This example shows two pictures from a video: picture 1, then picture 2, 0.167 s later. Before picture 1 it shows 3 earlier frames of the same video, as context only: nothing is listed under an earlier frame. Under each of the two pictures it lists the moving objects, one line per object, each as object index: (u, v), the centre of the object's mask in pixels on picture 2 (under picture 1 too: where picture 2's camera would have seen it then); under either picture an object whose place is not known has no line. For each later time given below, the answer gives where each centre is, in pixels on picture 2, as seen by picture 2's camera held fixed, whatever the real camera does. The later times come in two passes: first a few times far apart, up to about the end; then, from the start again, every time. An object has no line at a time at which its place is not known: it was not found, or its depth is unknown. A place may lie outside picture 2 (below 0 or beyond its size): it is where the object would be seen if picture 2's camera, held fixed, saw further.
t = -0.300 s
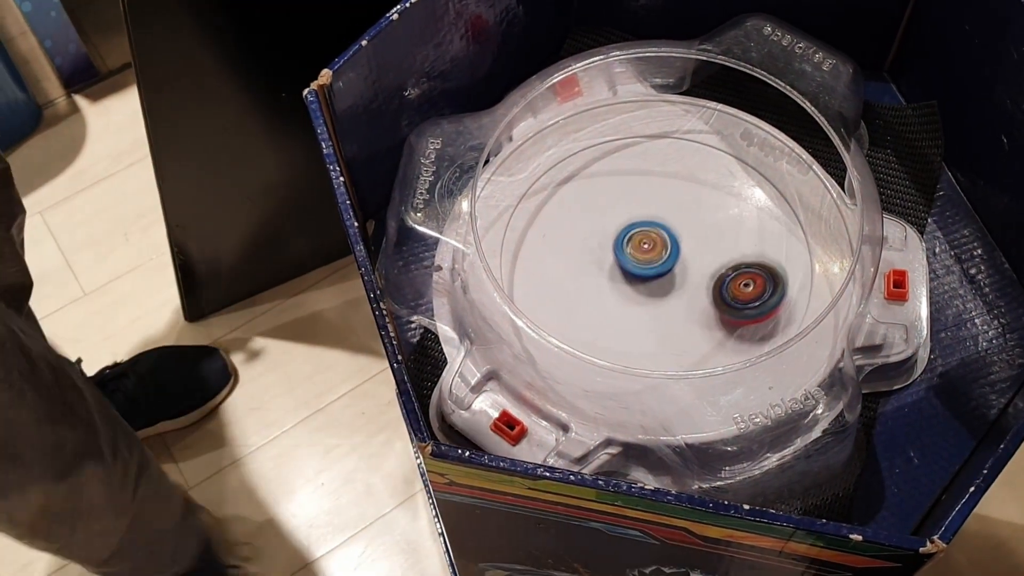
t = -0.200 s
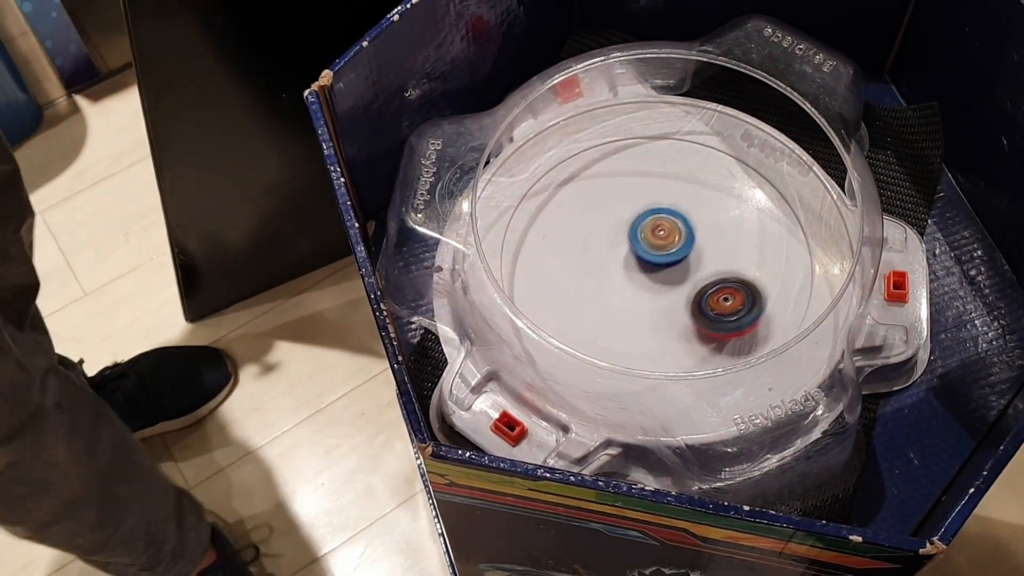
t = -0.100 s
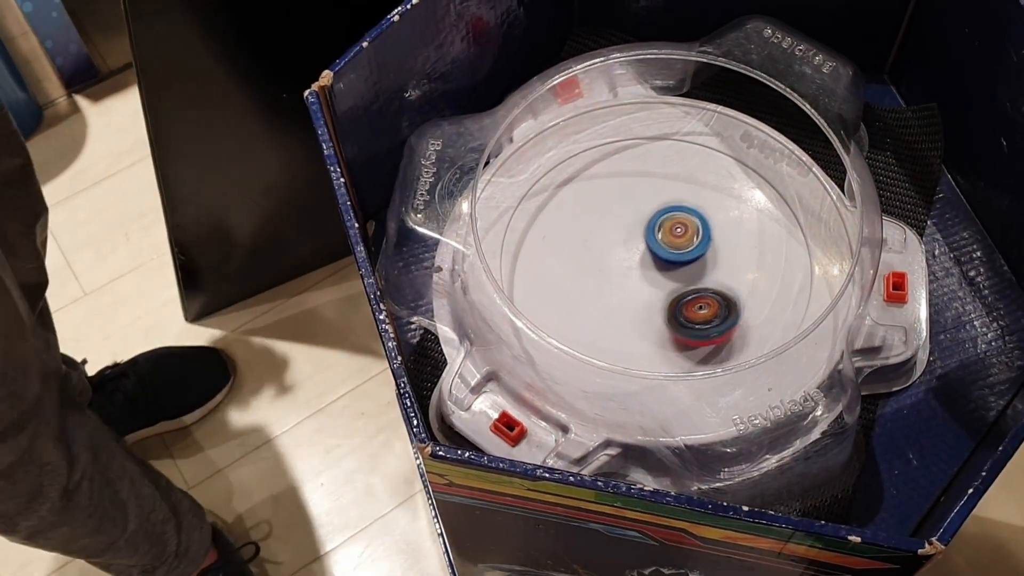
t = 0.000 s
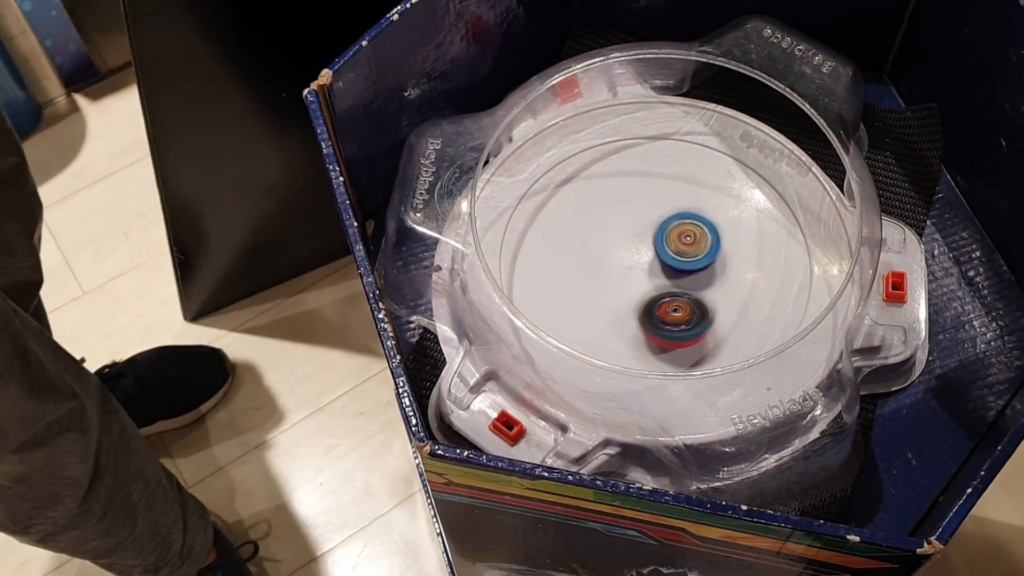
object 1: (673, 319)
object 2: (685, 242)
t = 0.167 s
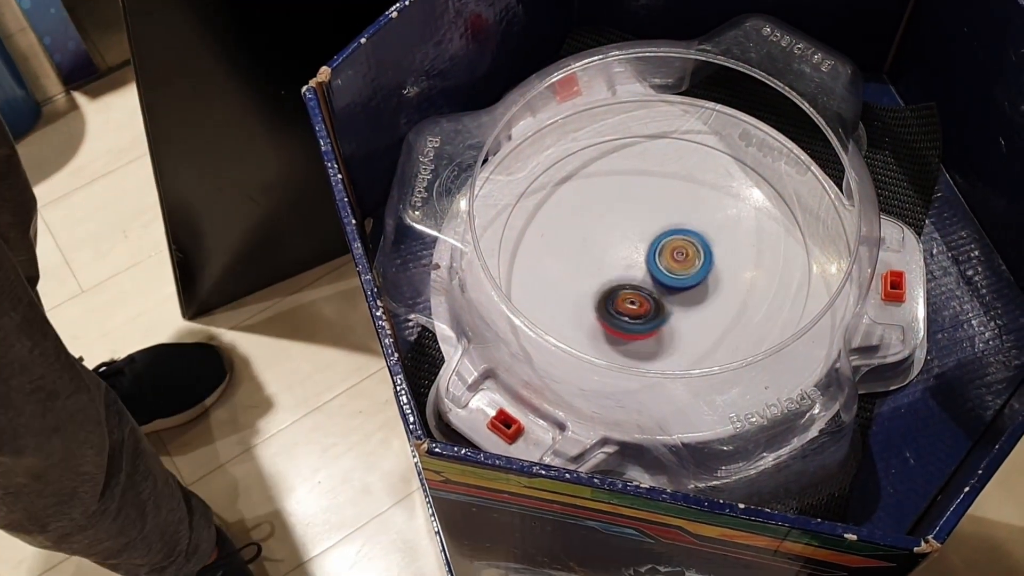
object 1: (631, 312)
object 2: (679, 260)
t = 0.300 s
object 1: (601, 297)
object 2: (668, 264)
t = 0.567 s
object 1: (566, 255)
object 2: (689, 249)
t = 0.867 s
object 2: (676, 255)
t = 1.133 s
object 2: (639, 262)
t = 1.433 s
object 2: (628, 262)
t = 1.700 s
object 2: (634, 259)
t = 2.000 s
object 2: (598, 224)
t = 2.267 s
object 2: (657, 230)
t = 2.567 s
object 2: (693, 172)
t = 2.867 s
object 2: (675, 235)
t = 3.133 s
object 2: (738, 259)
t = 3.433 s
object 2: (705, 303)
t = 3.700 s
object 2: (640, 313)
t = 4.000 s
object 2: (580, 312)
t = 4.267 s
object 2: (588, 256)
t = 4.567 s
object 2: (593, 195)
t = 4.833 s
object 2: (643, 202)
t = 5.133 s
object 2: (696, 190)
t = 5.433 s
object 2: (721, 219)
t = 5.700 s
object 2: (694, 244)
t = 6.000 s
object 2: (697, 274)
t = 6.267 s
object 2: (691, 296)
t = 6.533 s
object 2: (697, 290)
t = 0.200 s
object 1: (623, 308)
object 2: (675, 262)
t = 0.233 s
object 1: (614, 305)
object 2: (672, 264)
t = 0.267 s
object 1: (608, 301)
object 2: (671, 264)
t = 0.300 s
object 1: (601, 297)
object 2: (668, 264)
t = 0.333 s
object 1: (595, 292)
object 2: (665, 264)
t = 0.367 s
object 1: (588, 288)
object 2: (665, 261)
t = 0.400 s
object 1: (582, 283)
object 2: (668, 258)
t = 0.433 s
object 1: (577, 278)
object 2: (673, 254)
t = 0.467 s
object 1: (573, 272)
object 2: (678, 251)
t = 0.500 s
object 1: (570, 267)
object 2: (682, 249)
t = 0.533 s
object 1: (568, 261)
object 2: (687, 249)
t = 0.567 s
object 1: (566, 255)
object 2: (689, 249)
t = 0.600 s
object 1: (566, 249)
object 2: (691, 249)
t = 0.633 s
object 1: (567, 243)
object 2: (692, 250)
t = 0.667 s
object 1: (568, 237)
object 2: (692, 251)
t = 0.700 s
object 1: (569, 231)
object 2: (691, 252)
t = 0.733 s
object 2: (689, 253)
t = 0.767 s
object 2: (687, 254)
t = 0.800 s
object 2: (684, 254)
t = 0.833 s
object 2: (681, 255)
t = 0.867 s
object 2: (676, 255)
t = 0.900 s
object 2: (671, 255)
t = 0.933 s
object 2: (665, 254)
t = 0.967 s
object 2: (659, 253)
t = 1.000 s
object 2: (653, 252)
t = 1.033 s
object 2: (649, 254)
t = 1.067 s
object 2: (645, 258)
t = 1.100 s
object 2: (642, 260)
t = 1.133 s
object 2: (639, 262)
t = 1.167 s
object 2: (636, 263)
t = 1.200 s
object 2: (634, 264)
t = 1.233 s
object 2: (631, 264)
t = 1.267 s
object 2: (630, 265)
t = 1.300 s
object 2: (629, 264)
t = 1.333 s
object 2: (628, 264)
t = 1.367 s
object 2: (628, 264)
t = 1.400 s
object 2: (627, 263)
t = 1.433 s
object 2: (628, 262)
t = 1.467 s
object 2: (630, 261)
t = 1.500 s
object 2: (632, 259)
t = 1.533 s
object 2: (634, 259)
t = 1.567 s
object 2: (637, 258)
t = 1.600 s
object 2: (640, 258)
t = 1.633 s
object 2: (643, 257)
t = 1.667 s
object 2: (642, 258)
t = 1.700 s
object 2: (634, 259)
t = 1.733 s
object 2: (624, 259)
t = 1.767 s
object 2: (614, 258)
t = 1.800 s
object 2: (605, 255)
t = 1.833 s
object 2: (596, 251)
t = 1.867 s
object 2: (590, 245)
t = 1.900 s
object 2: (588, 238)
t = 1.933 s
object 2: (588, 232)
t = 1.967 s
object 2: (592, 227)
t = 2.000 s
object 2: (598, 224)
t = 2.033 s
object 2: (607, 223)
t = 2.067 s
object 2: (614, 225)
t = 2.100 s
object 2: (624, 227)
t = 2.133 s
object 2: (633, 232)
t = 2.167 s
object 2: (642, 238)
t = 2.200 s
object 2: (648, 245)
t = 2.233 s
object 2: (652, 243)
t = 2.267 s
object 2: (657, 230)
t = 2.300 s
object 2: (661, 218)
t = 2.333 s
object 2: (665, 210)
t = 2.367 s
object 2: (668, 203)
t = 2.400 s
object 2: (671, 197)
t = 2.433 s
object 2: (674, 190)
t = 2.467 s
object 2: (678, 182)
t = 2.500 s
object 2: (683, 177)
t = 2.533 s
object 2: (688, 172)
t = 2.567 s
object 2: (693, 172)
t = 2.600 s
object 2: (697, 174)
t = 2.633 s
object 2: (697, 179)
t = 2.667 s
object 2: (698, 185)
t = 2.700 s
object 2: (696, 194)
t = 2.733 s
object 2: (692, 203)
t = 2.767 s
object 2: (687, 212)
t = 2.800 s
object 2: (682, 220)
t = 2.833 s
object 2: (679, 228)
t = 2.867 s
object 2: (675, 235)
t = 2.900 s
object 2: (681, 238)
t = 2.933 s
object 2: (696, 237)
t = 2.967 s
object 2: (710, 239)
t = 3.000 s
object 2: (719, 241)
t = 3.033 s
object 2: (725, 245)
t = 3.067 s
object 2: (729, 249)
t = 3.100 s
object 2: (732, 254)
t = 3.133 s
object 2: (738, 259)
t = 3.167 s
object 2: (742, 264)
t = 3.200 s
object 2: (746, 271)
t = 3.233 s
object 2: (747, 279)
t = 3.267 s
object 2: (746, 285)
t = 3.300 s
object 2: (741, 292)
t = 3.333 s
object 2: (733, 297)
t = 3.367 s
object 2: (724, 300)
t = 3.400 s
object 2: (714, 302)
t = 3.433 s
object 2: (705, 303)
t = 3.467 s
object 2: (696, 304)
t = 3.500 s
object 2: (688, 304)
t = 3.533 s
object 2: (680, 304)
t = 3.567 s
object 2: (671, 305)
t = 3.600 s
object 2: (664, 305)
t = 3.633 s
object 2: (656, 309)
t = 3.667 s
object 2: (647, 311)
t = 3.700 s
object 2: (640, 313)
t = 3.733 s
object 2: (633, 316)
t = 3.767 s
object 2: (626, 318)
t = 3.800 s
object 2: (619, 320)
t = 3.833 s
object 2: (612, 322)
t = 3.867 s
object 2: (605, 324)
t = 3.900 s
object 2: (598, 324)
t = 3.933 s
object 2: (590, 323)
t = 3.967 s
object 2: (584, 319)
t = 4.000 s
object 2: (580, 312)
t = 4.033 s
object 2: (581, 306)
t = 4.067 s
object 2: (584, 298)
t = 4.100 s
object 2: (588, 291)
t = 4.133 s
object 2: (593, 285)
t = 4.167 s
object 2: (597, 280)
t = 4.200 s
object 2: (594, 274)
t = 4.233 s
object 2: (590, 264)
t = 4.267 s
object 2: (588, 256)
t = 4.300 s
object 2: (588, 247)
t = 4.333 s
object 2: (589, 238)
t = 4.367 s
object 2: (590, 231)
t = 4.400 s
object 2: (590, 225)
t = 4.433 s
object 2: (590, 220)
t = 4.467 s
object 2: (590, 214)
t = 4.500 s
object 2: (591, 208)
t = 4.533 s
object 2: (591, 202)
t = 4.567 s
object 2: (593, 195)
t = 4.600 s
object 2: (597, 191)
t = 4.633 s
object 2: (605, 189)
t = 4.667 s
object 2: (612, 190)
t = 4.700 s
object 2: (618, 192)
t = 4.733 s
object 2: (625, 196)
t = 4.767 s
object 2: (632, 199)
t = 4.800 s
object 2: (638, 202)
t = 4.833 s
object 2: (643, 202)
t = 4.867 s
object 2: (647, 199)
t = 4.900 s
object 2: (653, 199)
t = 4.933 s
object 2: (661, 196)
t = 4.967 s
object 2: (667, 195)
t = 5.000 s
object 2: (672, 193)
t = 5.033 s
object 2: (677, 193)
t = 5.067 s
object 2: (683, 192)
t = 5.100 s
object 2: (689, 191)
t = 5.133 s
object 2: (696, 190)
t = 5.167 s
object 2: (703, 192)
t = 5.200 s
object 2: (708, 196)
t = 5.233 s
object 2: (711, 203)
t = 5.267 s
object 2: (711, 211)
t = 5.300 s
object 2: (710, 217)
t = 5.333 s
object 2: (714, 217)
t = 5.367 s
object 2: (718, 216)
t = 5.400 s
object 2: (720, 218)
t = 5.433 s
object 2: (721, 219)
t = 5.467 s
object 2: (722, 221)
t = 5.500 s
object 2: (722, 222)
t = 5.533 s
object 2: (720, 224)
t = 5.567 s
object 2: (717, 228)
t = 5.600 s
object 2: (713, 232)
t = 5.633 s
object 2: (709, 235)
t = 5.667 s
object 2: (702, 239)
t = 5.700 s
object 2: (694, 244)
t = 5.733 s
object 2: (688, 248)
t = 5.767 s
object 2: (690, 250)
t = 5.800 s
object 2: (695, 248)
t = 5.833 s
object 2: (698, 250)
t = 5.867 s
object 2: (701, 253)
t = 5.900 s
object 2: (702, 258)
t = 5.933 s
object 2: (703, 264)
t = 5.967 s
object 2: (702, 269)
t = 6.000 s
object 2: (697, 274)
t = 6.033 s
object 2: (692, 278)
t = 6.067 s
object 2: (685, 280)
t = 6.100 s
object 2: (679, 281)
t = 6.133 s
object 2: (671, 281)
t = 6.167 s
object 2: (666, 281)
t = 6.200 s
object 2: (677, 287)
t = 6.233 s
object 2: (684, 293)
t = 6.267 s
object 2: (691, 296)
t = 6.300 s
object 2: (696, 298)
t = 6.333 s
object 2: (701, 298)
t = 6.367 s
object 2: (702, 298)
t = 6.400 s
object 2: (703, 297)
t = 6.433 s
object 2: (702, 296)
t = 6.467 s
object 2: (701, 295)
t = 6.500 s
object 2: (700, 293)
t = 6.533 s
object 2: (697, 290)
